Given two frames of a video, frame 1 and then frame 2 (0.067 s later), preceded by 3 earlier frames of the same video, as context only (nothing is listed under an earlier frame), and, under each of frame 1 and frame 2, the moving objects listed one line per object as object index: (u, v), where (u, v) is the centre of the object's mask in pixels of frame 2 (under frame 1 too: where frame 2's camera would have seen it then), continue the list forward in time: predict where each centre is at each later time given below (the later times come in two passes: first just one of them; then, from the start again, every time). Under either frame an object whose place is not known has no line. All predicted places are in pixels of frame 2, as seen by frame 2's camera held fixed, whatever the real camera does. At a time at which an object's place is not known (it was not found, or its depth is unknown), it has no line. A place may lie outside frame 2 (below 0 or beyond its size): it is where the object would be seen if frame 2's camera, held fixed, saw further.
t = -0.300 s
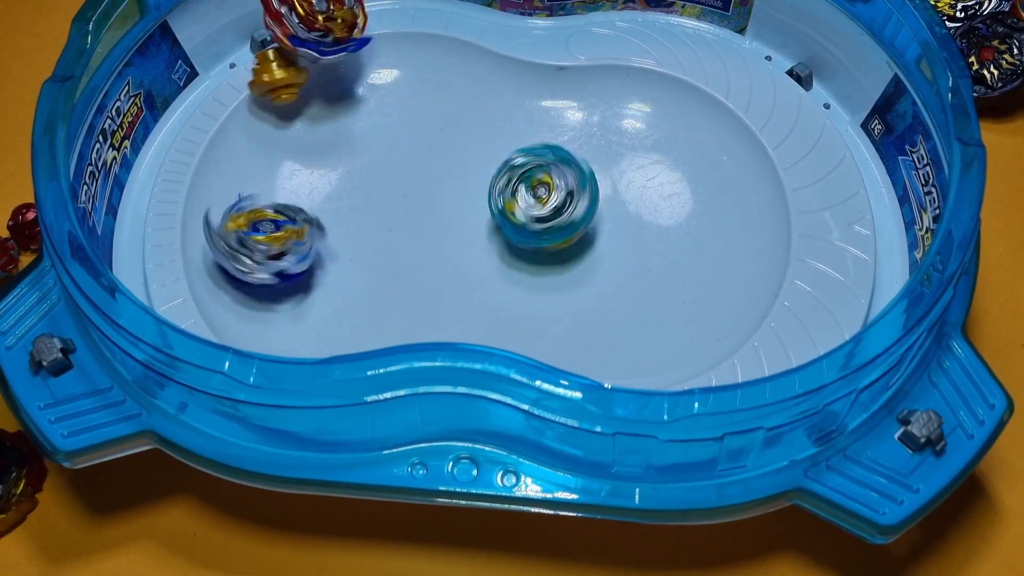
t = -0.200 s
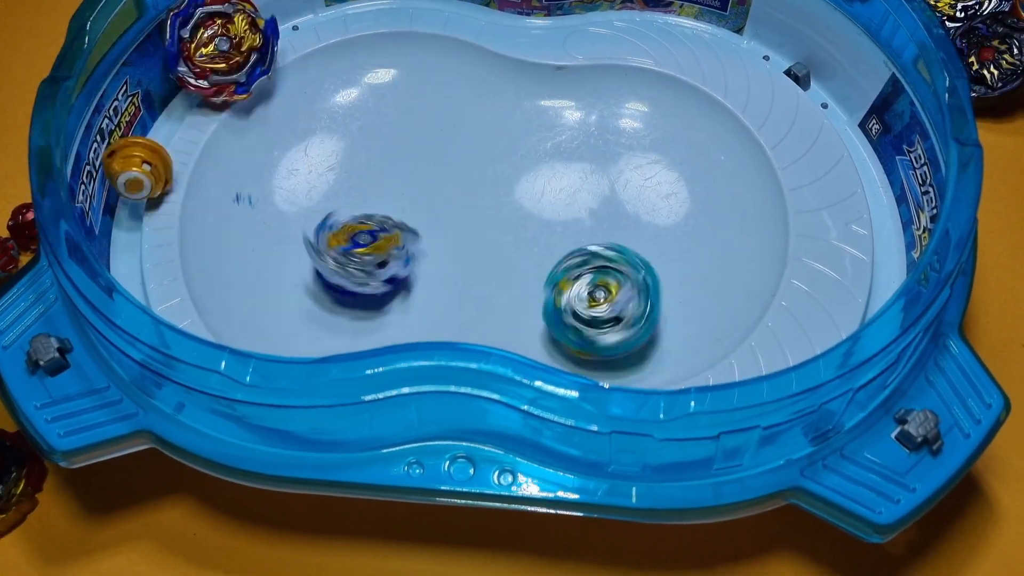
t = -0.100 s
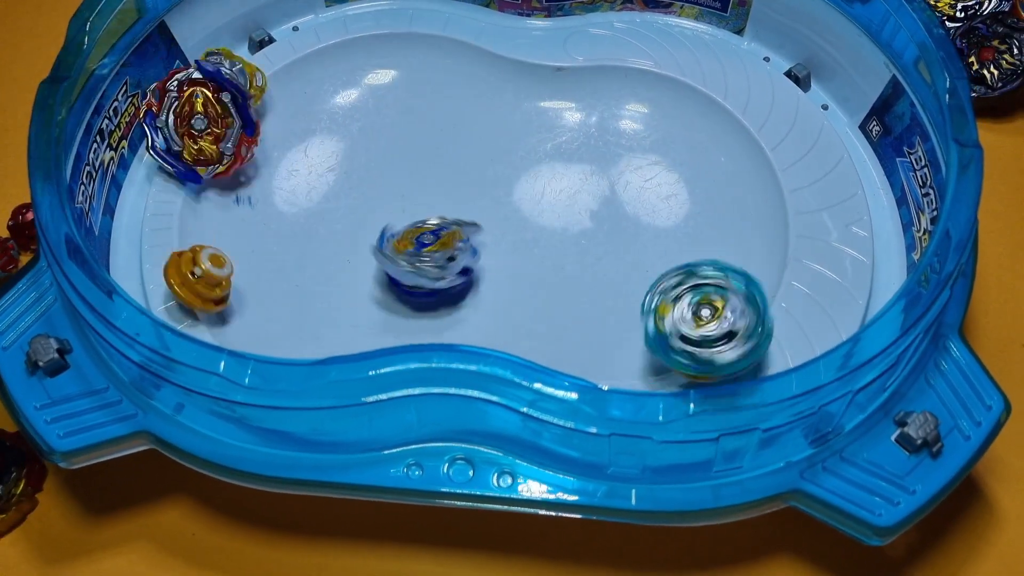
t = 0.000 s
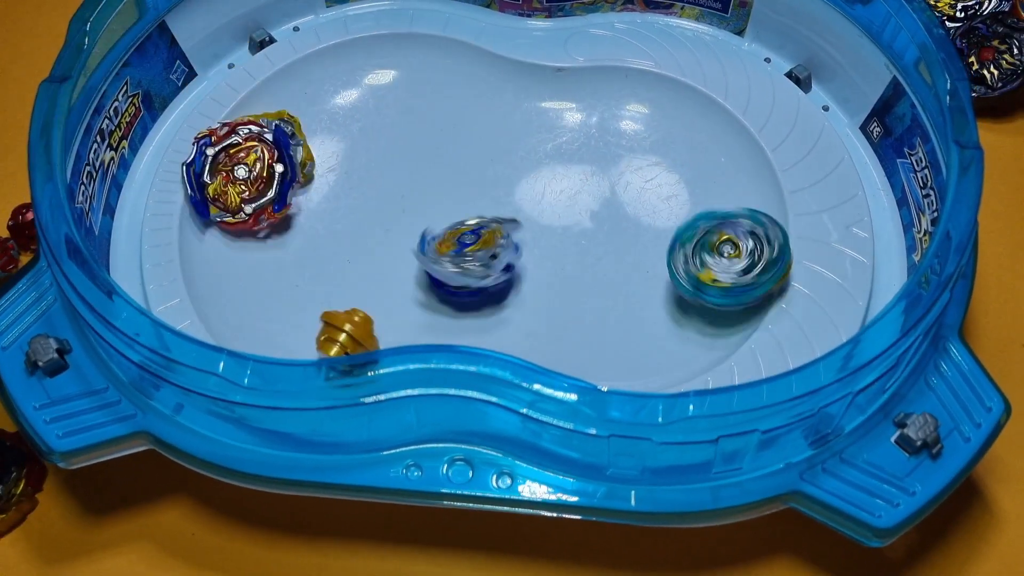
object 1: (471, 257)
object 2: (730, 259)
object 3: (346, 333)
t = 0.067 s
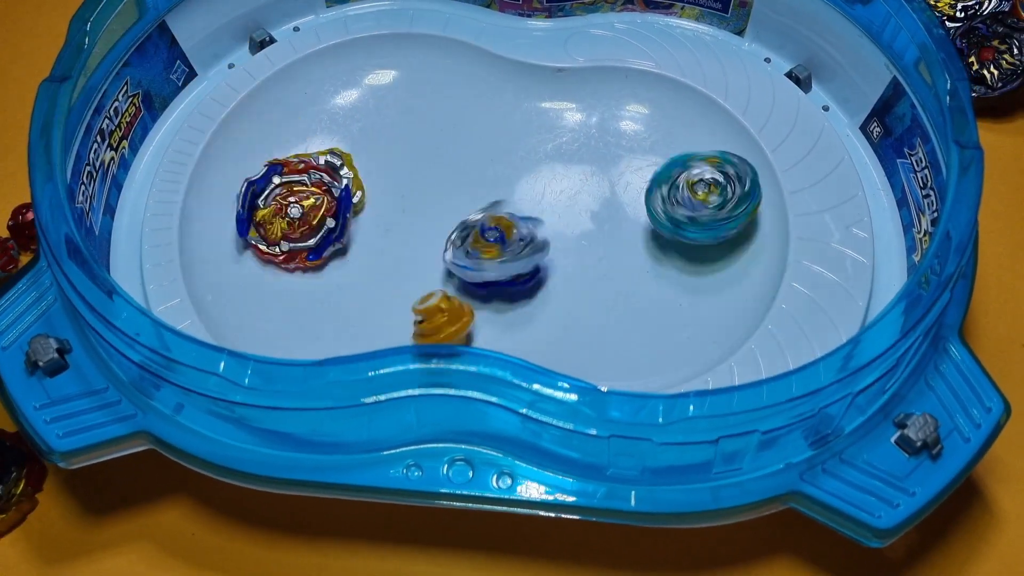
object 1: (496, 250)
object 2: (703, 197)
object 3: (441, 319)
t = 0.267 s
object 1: (533, 263)
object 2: (586, 80)
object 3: (595, 330)
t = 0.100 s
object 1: (513, 247)
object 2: (685, 173)
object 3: (478, 311)
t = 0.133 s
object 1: (526, 238)
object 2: (659, 158)
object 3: (503, 314)
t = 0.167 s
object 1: (545, 228)
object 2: (629, 148)
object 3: (528, 326)
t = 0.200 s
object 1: (546, 237)
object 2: (608, 125)
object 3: (554, 331)
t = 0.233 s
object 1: (539, 252)
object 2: (597, 93)
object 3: (576, 335)
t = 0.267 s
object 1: (533, 263)
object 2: (586, 80)
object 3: (595, 330)
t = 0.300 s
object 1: (531, 269)
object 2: (570, 82)
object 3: (615, 318)
